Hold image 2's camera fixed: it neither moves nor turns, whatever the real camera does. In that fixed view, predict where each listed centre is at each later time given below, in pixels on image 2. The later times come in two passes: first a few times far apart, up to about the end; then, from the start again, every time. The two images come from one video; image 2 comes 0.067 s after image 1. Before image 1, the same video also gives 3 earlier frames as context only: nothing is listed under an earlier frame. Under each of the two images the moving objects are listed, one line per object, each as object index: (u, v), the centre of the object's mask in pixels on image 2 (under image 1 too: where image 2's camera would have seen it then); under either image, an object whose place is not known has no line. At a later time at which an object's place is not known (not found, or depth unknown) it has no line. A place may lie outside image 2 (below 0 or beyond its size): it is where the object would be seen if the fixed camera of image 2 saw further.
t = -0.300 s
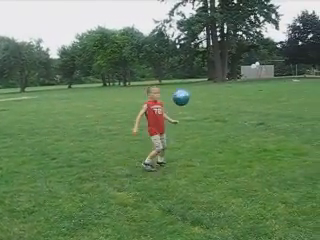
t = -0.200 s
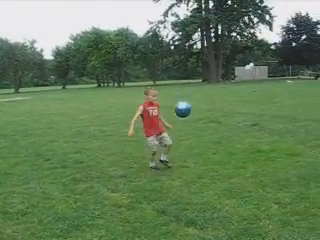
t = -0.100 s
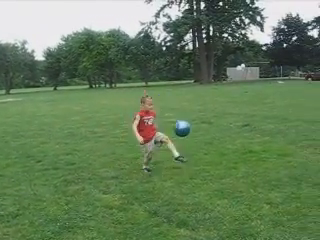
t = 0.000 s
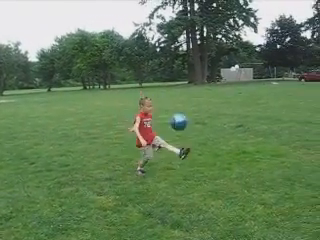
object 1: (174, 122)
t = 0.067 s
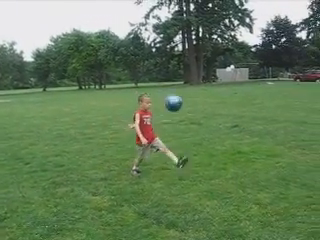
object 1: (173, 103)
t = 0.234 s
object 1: (171, 66)
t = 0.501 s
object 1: (170, 58)
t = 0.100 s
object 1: (173, 94)
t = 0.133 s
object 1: (173, 86)
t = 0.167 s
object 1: (172, 79)
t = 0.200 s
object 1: (172, 71)
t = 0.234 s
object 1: (171, 66)
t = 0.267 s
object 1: (170, 61)
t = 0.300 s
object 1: (170, 58)
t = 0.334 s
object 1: (171, 56)
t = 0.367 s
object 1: (171, 55)
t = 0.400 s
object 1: (171, 55)
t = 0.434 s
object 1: (170, 55)
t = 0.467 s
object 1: (170, 56)
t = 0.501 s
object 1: (170, 58)
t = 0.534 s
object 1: (170, 62)
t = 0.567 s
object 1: (170, 66)
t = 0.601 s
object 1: (170, 72)
